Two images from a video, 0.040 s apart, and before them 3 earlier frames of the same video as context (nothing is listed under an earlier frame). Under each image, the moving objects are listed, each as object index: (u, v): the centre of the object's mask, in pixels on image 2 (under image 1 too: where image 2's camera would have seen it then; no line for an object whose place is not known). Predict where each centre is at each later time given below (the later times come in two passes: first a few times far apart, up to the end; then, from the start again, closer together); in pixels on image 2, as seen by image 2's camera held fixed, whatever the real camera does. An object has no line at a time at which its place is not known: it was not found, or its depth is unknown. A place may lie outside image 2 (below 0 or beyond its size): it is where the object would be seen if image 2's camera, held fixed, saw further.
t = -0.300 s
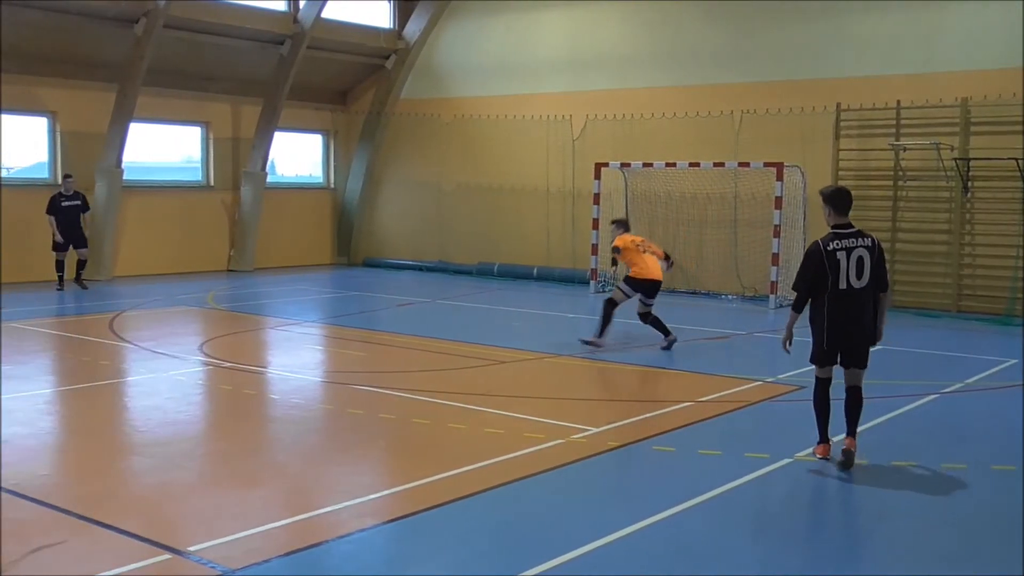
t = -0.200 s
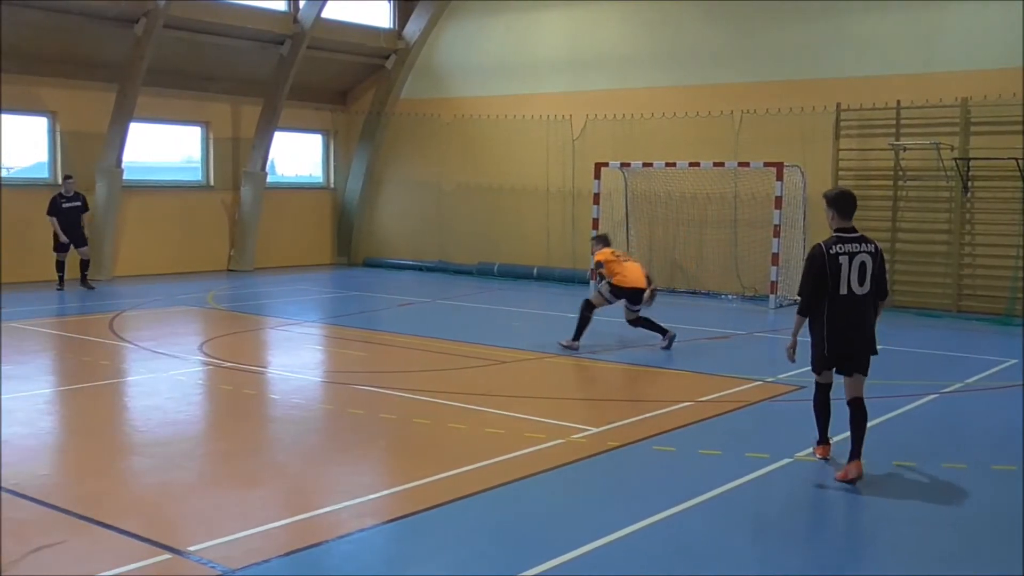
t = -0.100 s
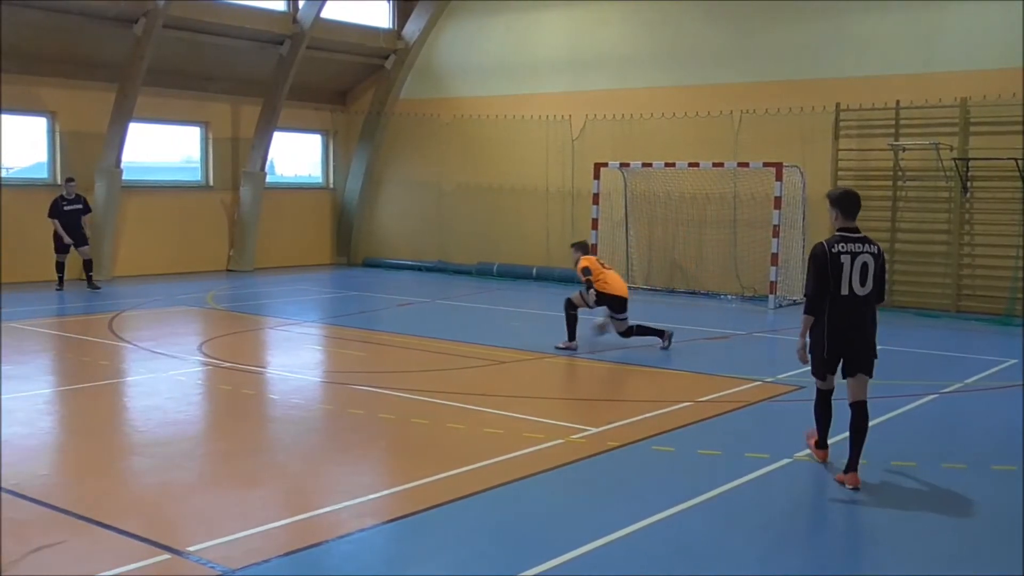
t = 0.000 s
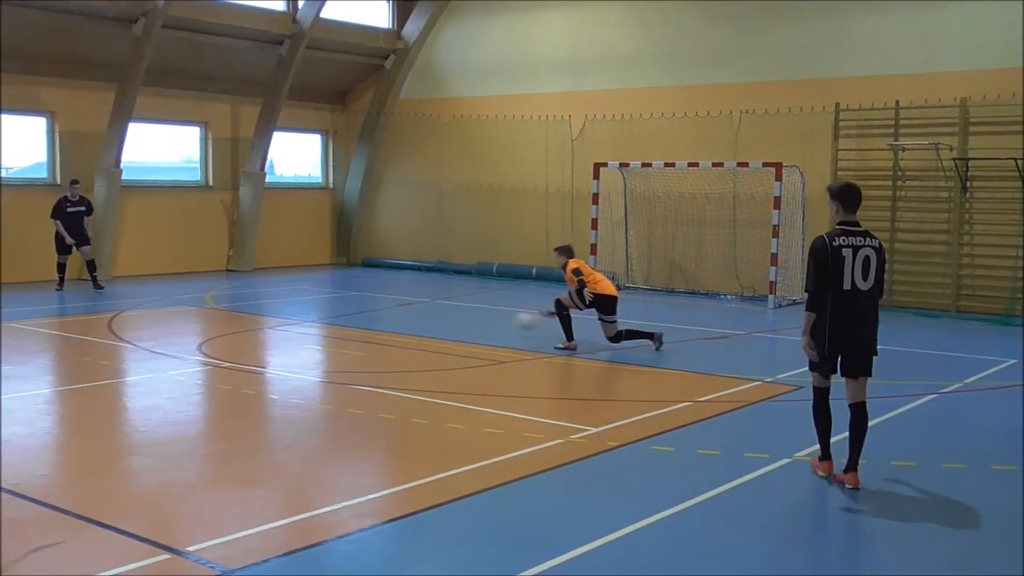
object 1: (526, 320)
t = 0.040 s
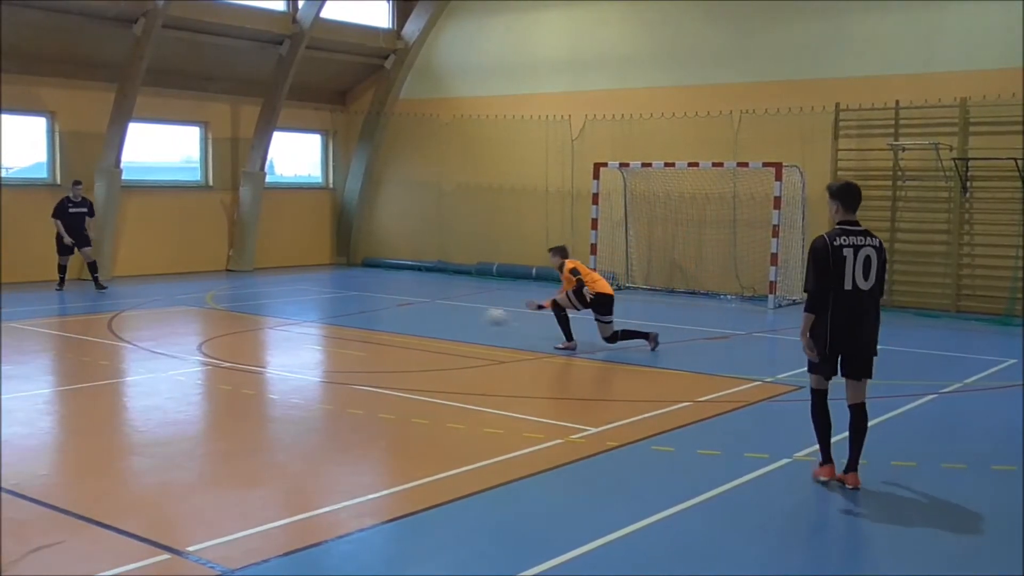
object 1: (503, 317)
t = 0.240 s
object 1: (360, 316)
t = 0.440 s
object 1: (257, 309)
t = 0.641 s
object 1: (177, 304)
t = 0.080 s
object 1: (469, 314)
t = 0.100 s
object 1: (456, 313)
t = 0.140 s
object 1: (428, 312)
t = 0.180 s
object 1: (402, 312)
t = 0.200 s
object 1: (389, 312)
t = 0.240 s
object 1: (360, 316)
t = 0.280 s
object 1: (340, 314)
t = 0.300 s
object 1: (329, 312)
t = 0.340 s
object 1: (308, 311)
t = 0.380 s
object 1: (286, 311)
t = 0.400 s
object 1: (276, 310)
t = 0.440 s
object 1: (257, 309)
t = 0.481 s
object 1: (239, 306)
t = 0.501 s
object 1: (230, 306)
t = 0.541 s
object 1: (215, 305)
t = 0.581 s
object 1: (198, 305)
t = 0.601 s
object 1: (192, 304)
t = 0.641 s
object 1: (177, 304)
